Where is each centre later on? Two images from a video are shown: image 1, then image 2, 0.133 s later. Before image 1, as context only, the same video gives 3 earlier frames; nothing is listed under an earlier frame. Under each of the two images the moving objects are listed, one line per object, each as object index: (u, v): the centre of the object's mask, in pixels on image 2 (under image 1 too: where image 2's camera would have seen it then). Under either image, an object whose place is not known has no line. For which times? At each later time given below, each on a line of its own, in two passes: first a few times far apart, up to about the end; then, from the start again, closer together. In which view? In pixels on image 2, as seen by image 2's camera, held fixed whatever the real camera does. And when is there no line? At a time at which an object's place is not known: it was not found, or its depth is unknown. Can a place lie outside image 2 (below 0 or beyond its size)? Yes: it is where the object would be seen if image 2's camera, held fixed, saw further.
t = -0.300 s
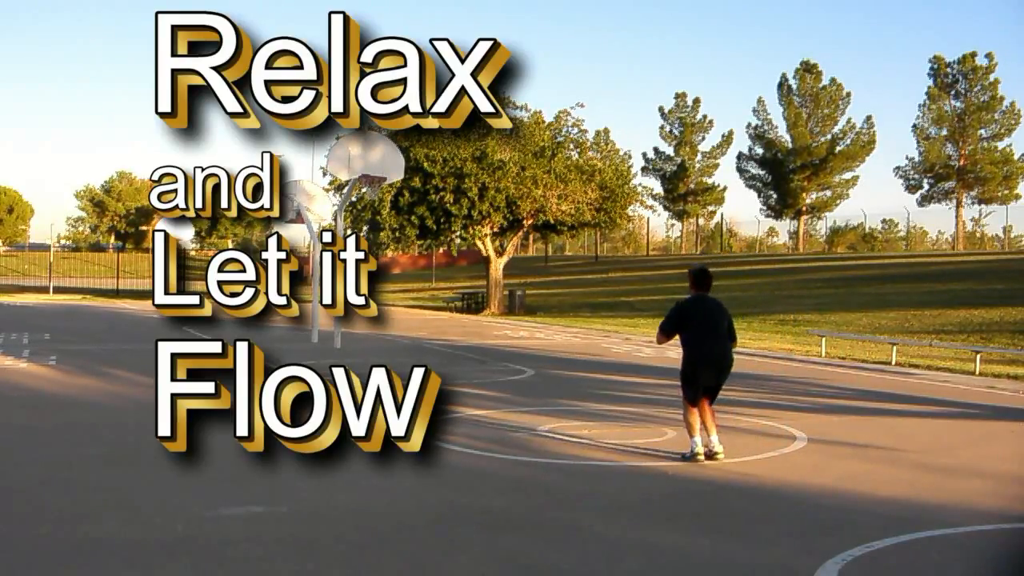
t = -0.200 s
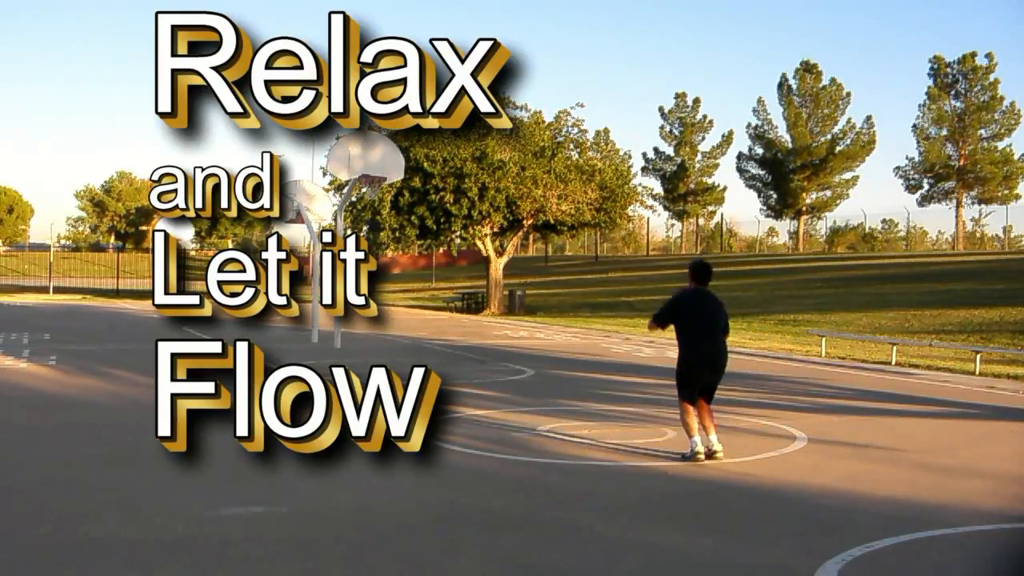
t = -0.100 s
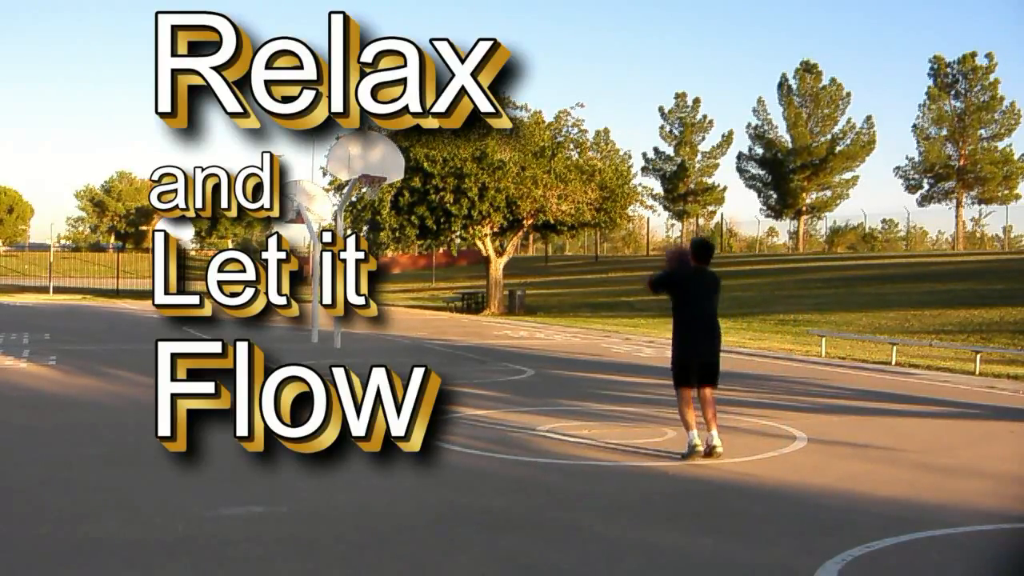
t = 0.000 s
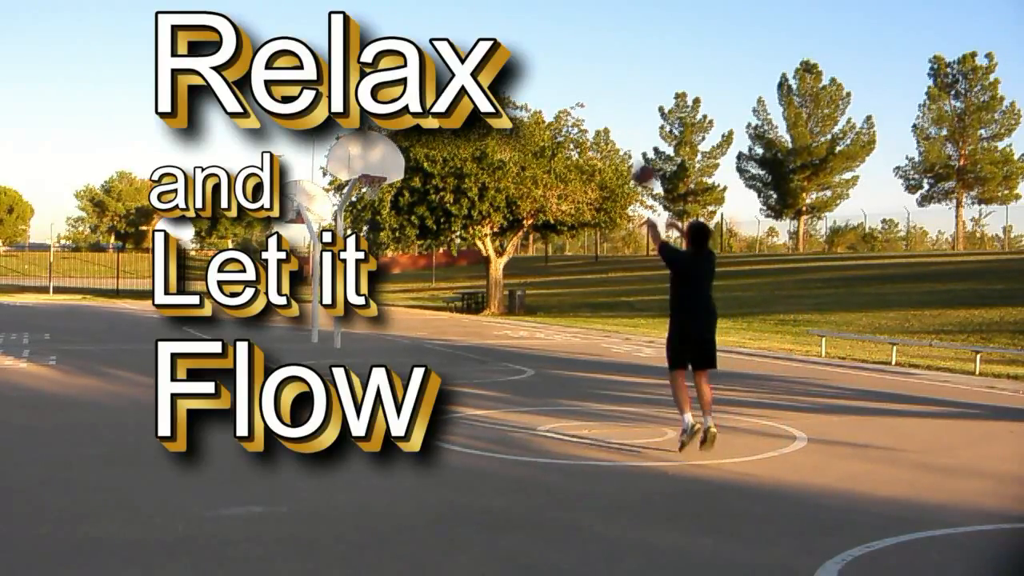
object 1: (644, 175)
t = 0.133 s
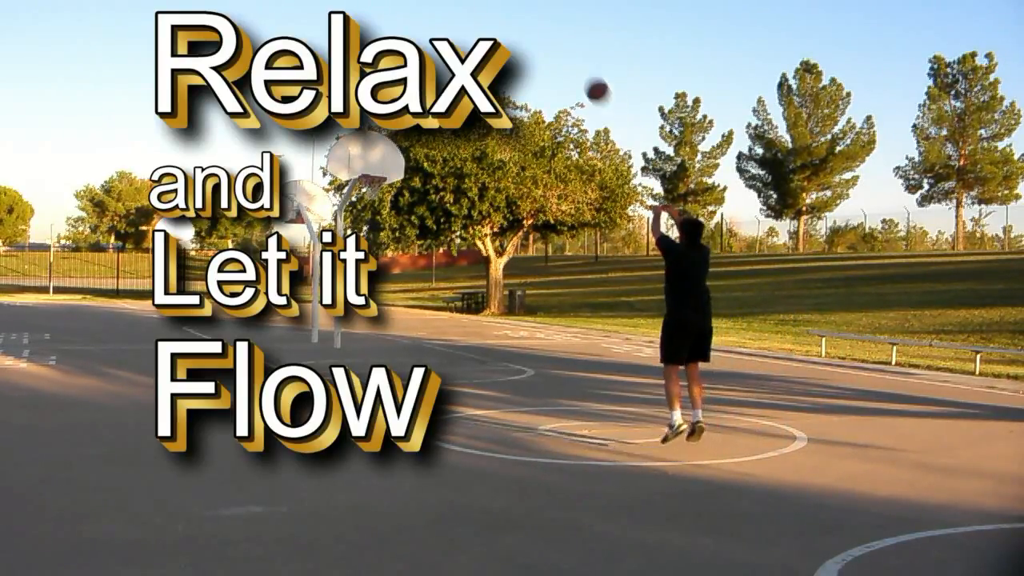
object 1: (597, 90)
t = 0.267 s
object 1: (558, 37)
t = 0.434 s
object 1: (515, 6)
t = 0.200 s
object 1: (577, 60)
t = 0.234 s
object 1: (567, 47)
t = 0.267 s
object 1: (558, 37)
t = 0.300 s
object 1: (549, 27)
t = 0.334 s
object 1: (540, 20)
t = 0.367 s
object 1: (532, 13)
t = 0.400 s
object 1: (523, 8)
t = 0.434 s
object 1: (515, 6)
